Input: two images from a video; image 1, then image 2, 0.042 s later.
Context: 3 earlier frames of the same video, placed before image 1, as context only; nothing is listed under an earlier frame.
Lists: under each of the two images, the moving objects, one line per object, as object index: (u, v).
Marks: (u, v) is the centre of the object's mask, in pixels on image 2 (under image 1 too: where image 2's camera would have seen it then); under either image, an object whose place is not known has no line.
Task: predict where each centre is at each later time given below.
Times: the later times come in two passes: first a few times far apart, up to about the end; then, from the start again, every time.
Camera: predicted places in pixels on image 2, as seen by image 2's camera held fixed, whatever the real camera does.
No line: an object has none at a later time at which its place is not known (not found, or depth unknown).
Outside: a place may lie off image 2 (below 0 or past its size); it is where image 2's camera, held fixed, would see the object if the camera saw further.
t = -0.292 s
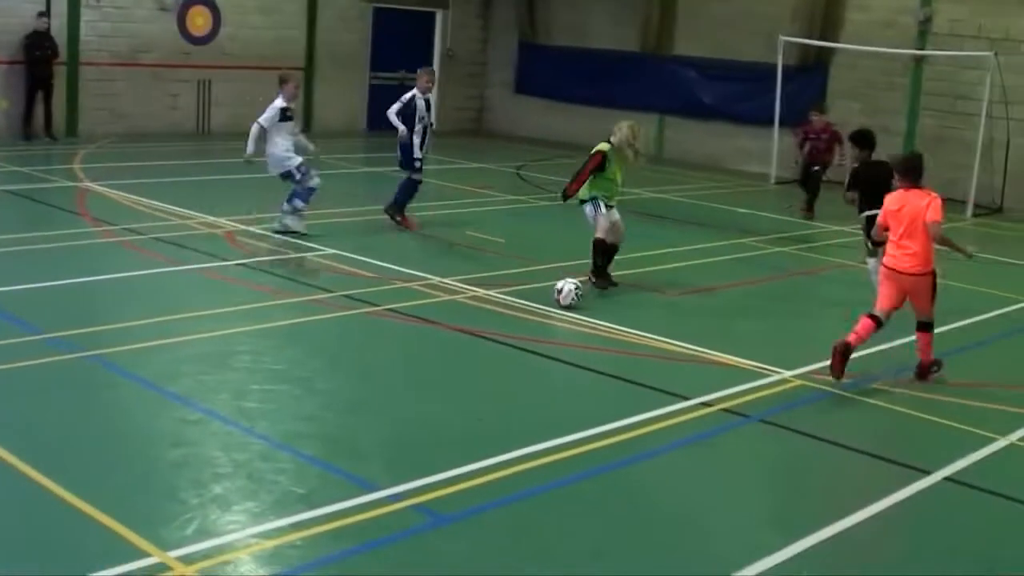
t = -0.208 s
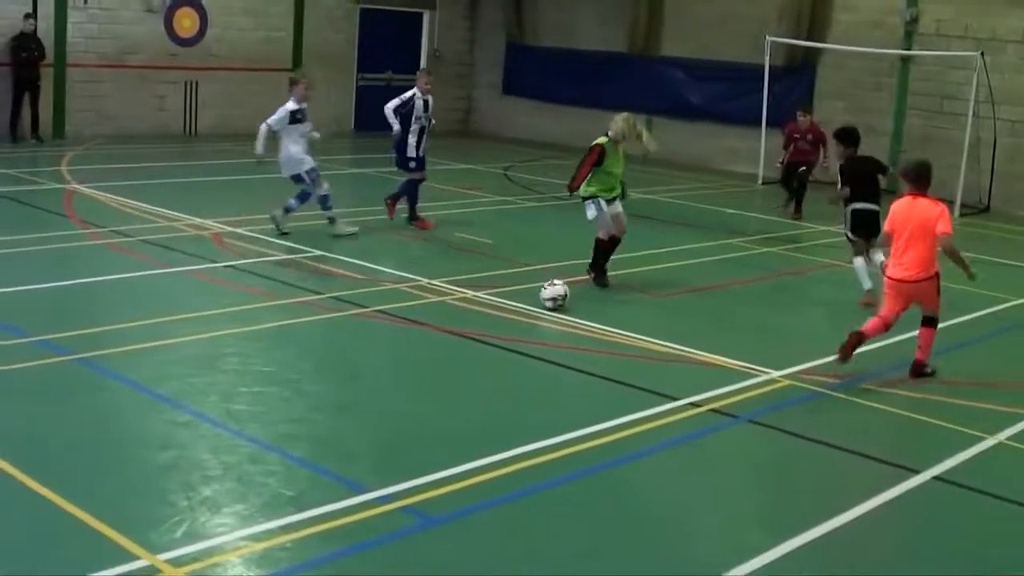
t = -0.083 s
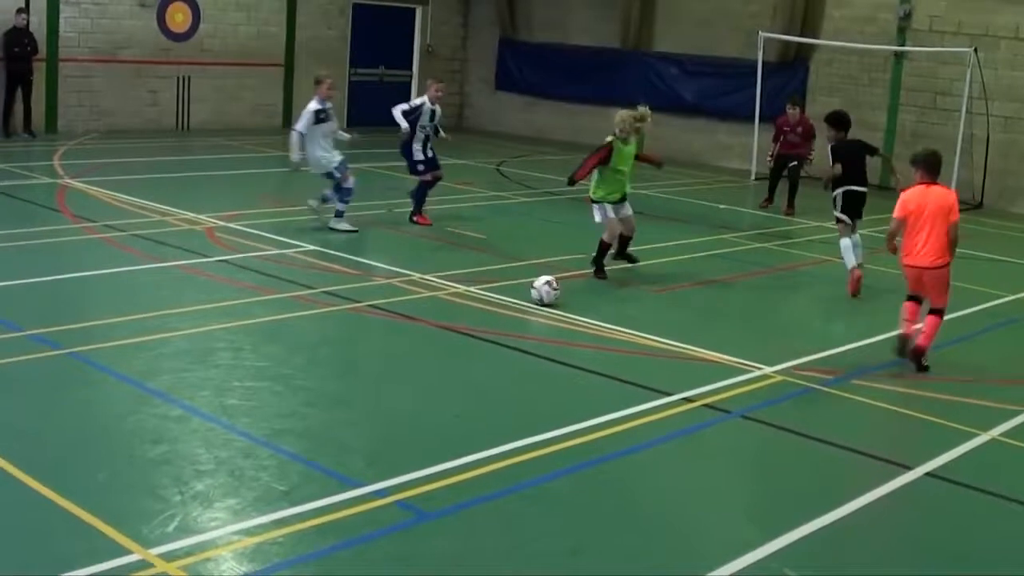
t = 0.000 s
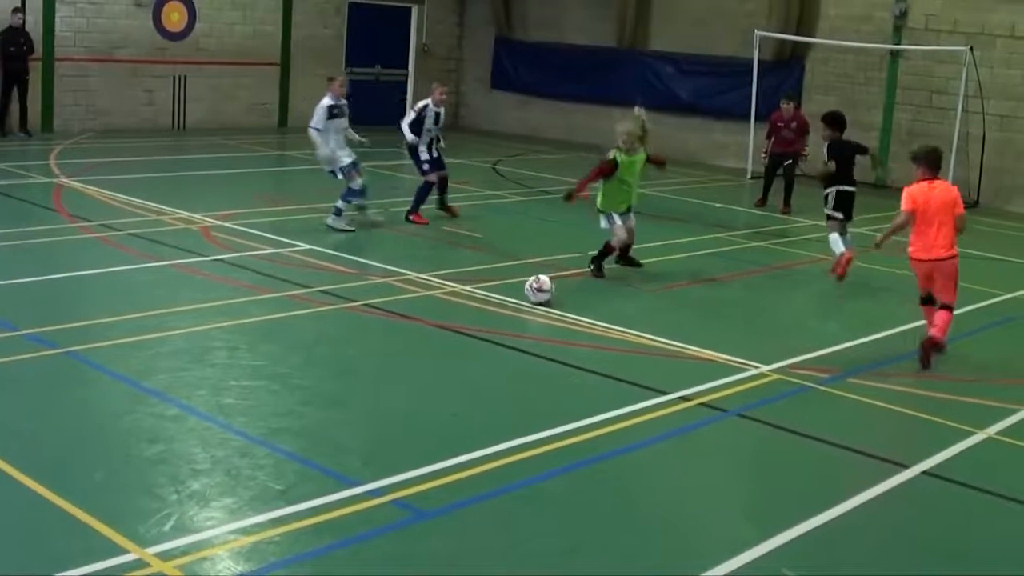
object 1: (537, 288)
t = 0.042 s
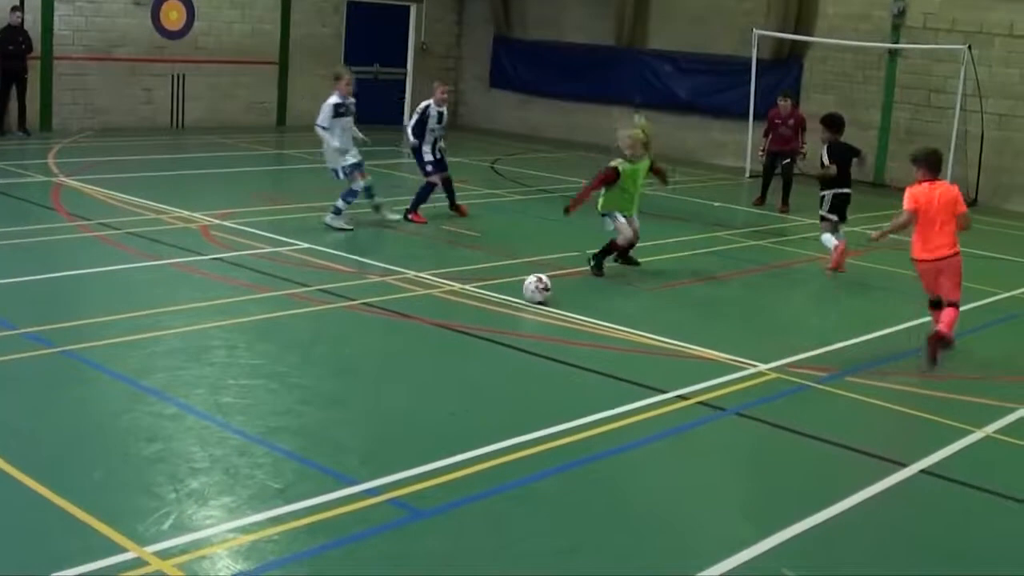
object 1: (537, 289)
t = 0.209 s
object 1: (533, 290)
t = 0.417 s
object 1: (528, 290)
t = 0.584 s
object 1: (521, 291)
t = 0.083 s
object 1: (535, 289)
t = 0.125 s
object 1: (534, 289)
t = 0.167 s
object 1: (533, 290)
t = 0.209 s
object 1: (533, 290)
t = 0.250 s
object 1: (532, 290)
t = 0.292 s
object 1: (531, 290)
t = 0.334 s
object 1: (530, 290)
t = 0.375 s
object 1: (528, 290)
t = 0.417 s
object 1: (528, 290)
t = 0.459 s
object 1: (527, 290)
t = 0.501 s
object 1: (524, 291)
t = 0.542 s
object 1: (523, 291)
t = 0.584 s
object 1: (521, 291)
